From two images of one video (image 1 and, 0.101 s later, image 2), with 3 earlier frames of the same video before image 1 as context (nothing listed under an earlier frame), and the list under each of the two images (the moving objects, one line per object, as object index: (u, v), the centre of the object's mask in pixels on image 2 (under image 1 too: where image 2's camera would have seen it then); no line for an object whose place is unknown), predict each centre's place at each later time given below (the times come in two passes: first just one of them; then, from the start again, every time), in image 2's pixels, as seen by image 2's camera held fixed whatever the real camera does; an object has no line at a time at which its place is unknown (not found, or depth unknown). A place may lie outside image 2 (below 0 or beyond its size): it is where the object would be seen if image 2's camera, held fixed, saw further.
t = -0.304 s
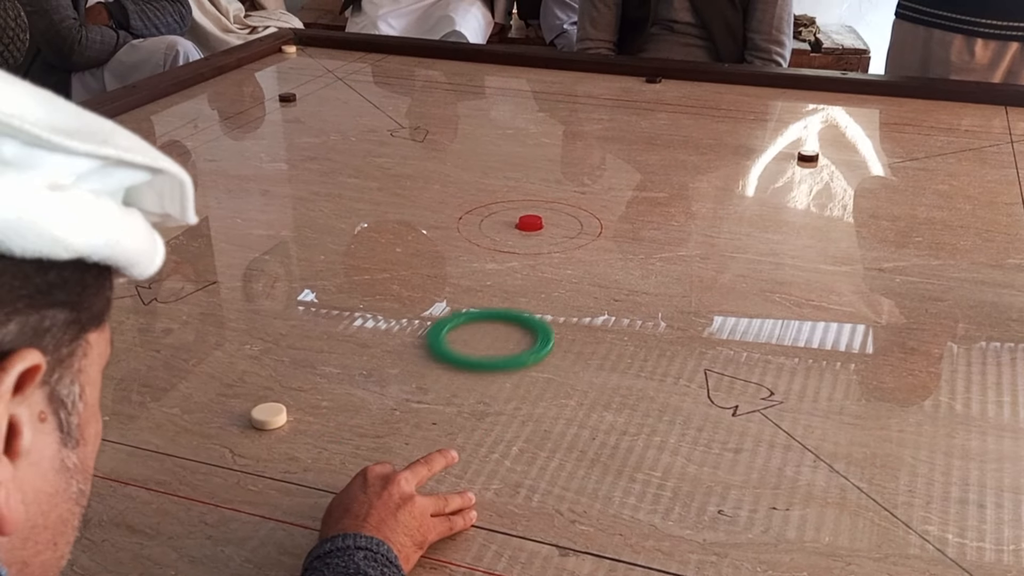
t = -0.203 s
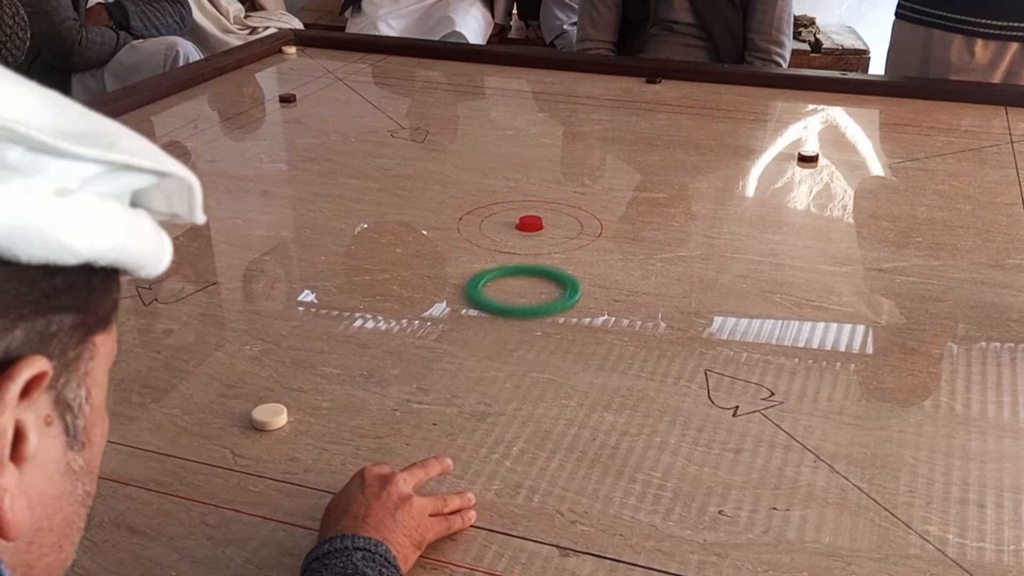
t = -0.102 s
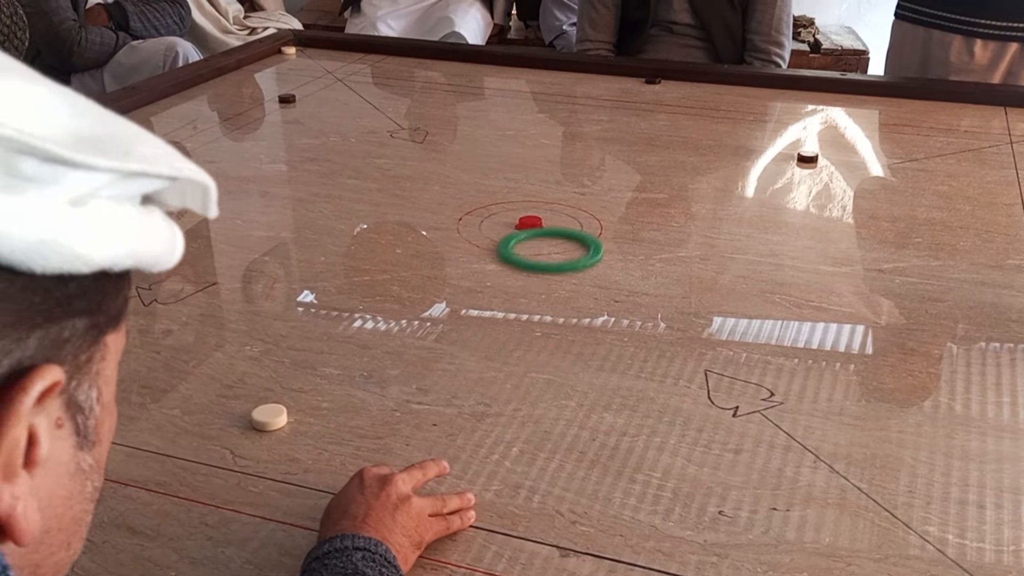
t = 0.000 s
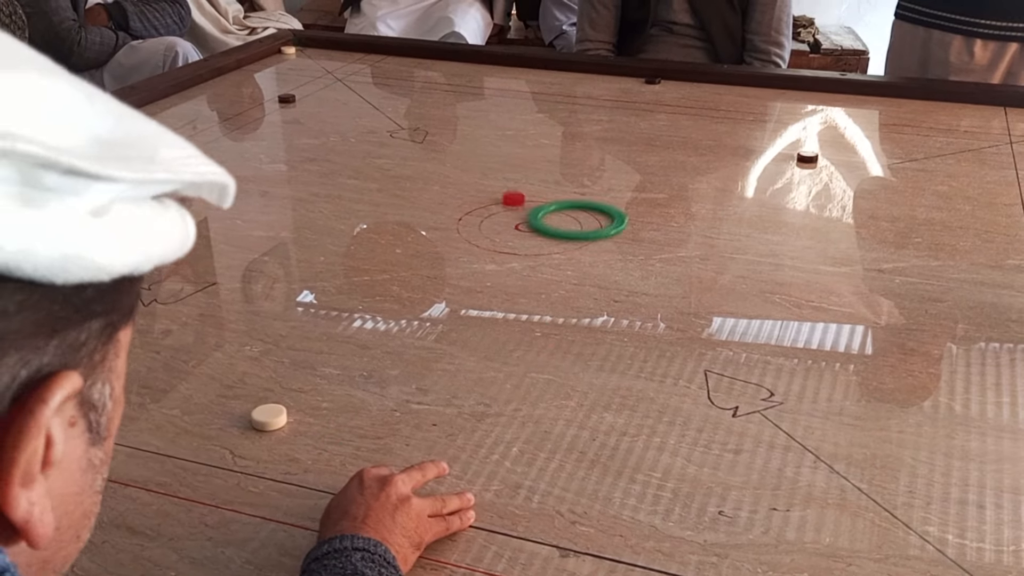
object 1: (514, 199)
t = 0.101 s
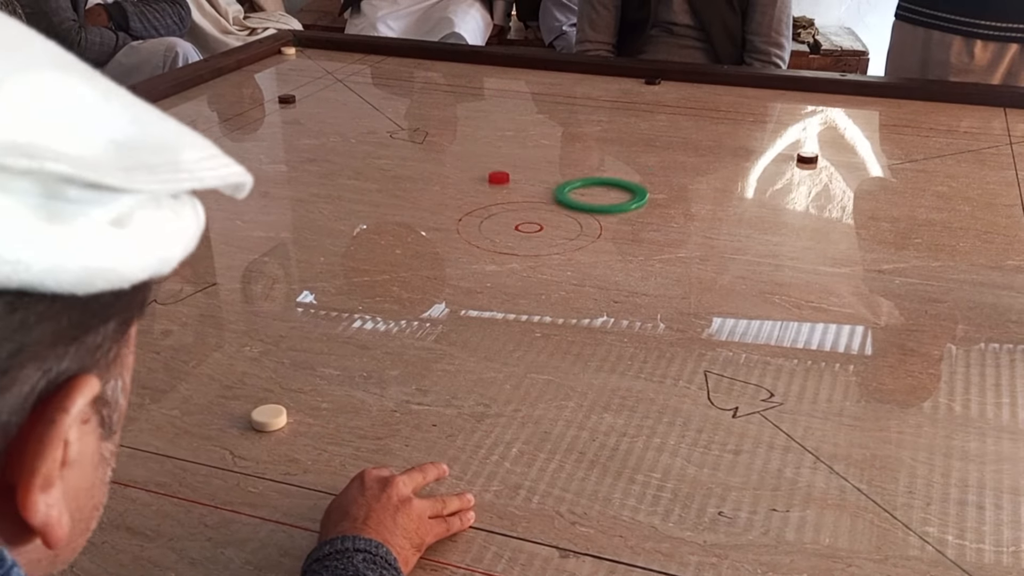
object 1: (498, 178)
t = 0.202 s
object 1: (486, 159)
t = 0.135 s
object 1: (494, 171)
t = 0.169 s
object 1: (490, 165)
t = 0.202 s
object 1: (486, 159)
